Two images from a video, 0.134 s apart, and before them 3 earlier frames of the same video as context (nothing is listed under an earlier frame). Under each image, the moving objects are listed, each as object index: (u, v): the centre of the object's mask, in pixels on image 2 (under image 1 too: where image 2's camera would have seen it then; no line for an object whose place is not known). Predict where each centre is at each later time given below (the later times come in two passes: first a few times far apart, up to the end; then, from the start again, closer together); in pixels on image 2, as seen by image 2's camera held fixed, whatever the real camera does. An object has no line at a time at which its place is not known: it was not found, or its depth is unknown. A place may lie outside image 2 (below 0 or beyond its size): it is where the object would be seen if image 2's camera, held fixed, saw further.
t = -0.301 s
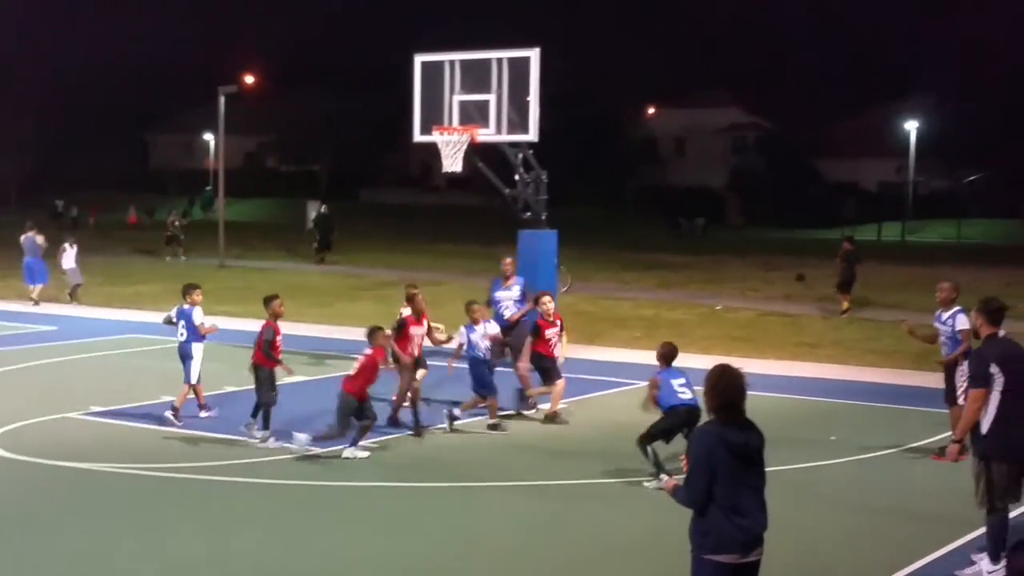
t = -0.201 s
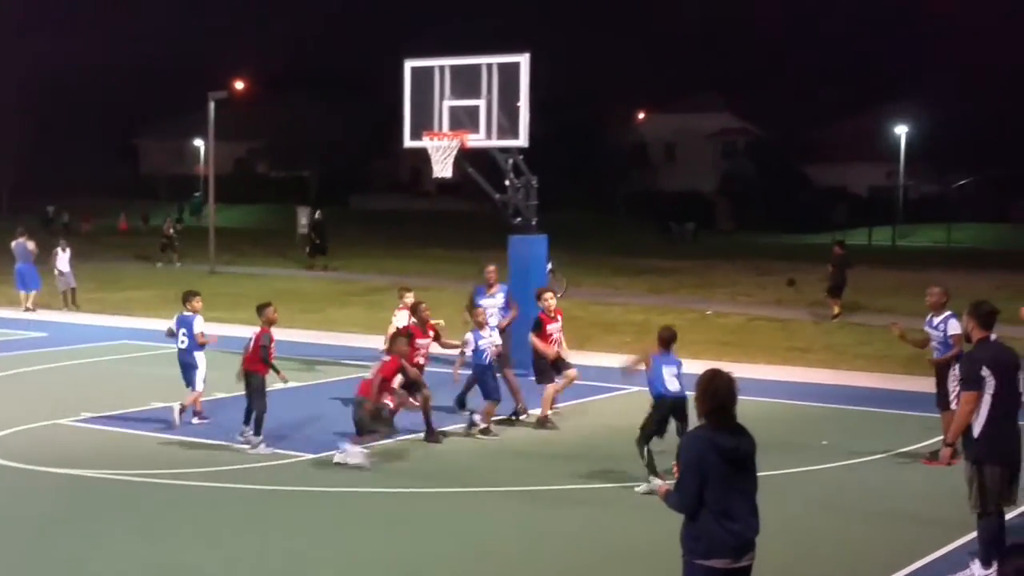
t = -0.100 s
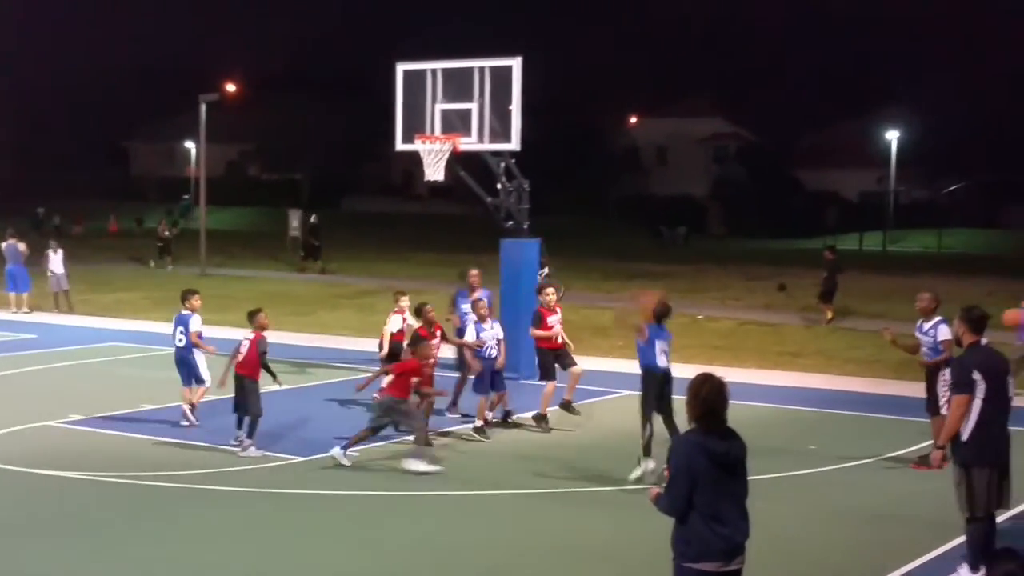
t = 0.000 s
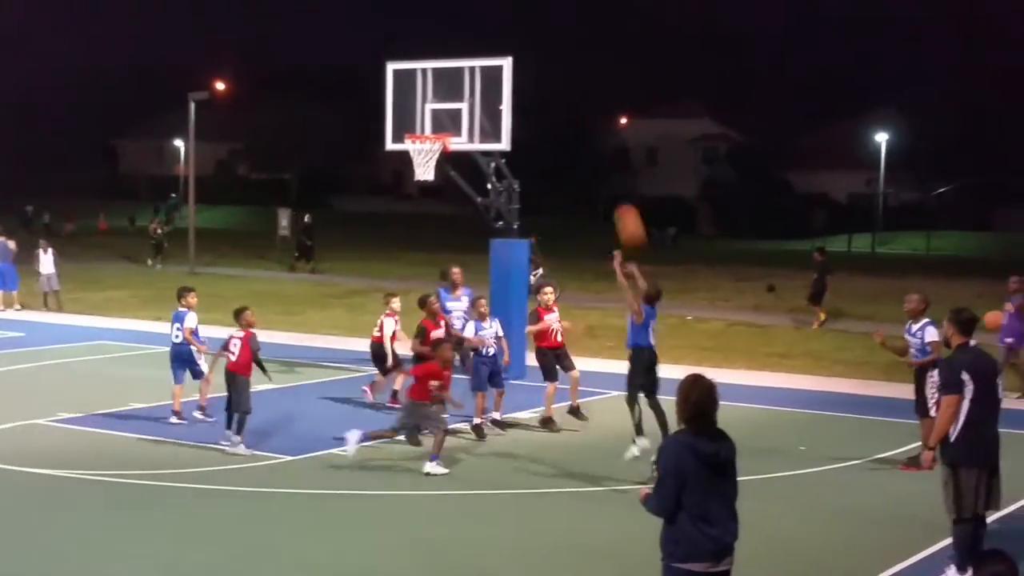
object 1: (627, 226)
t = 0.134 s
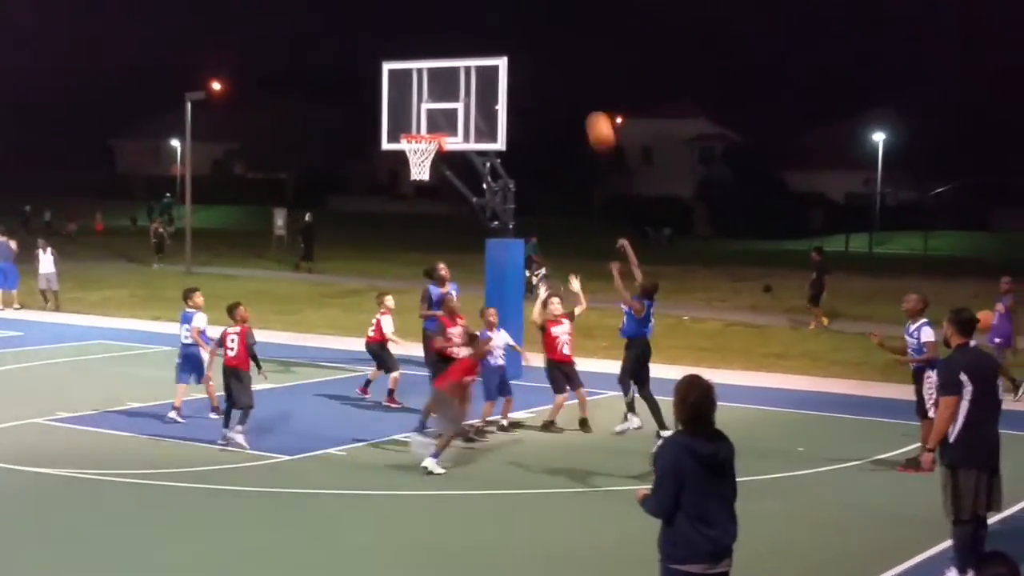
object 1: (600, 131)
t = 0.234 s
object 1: (580, 77)
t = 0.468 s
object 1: (543, 4)
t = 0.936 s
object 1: (473, 17)
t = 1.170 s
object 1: (459, 33)
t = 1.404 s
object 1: (457, 35)
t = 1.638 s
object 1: (455, 79)
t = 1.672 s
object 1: (455, 88)
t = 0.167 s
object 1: (593, 111)
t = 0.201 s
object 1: (585, 93)
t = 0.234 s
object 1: (580, 77)
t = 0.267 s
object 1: (576, 63)
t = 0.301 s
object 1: (570, 49)
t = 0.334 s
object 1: (563, 37)
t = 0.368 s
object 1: (555, 25)
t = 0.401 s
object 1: (550, 16)
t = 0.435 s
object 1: (548, 8)
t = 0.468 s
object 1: (543, 4)
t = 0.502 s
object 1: (538, 0)
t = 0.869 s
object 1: (482, 3)
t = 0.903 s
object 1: (477, 9)
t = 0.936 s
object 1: (473, 17)
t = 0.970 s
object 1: (470, 25)
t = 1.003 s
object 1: (466, 33)
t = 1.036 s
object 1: (462, 43)
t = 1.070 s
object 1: (459, 45)
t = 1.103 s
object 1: (459, 41)
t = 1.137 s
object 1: (459, 36)
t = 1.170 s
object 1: (459, 33)
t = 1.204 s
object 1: (458, 31)
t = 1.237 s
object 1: (458, 29)
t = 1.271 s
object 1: (458, 29)
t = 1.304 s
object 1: (458, 29)
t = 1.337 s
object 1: (458, 30)
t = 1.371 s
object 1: (458, 32)
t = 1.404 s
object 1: (457, 35)
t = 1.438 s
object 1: (457, 39)
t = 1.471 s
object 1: (456, 44)
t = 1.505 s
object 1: (456, 48)
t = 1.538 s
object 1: (455, 52)
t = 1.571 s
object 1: (456, 55)
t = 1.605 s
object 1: (455, 73)
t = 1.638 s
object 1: (455, 79)
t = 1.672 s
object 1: (455, 88)
